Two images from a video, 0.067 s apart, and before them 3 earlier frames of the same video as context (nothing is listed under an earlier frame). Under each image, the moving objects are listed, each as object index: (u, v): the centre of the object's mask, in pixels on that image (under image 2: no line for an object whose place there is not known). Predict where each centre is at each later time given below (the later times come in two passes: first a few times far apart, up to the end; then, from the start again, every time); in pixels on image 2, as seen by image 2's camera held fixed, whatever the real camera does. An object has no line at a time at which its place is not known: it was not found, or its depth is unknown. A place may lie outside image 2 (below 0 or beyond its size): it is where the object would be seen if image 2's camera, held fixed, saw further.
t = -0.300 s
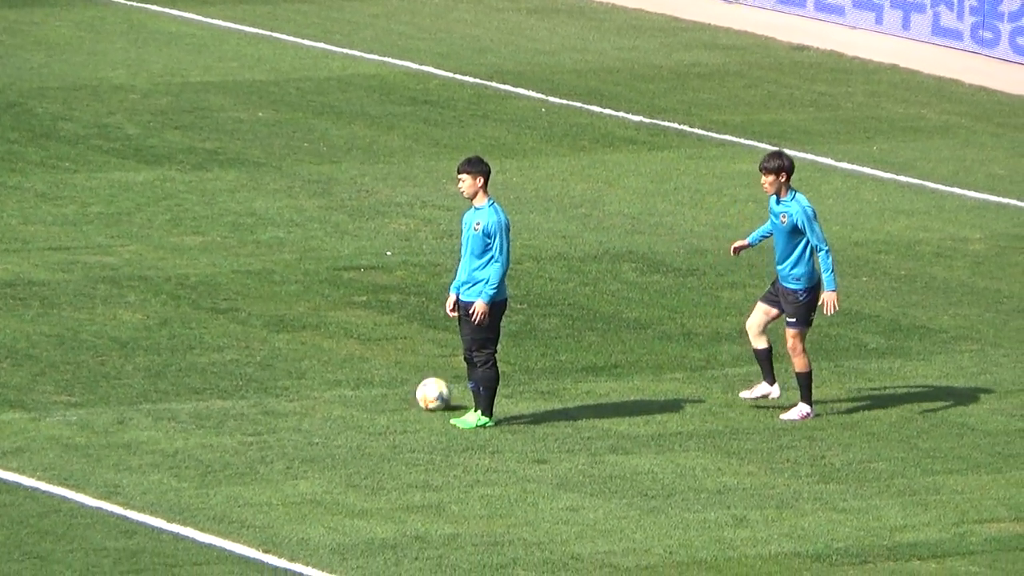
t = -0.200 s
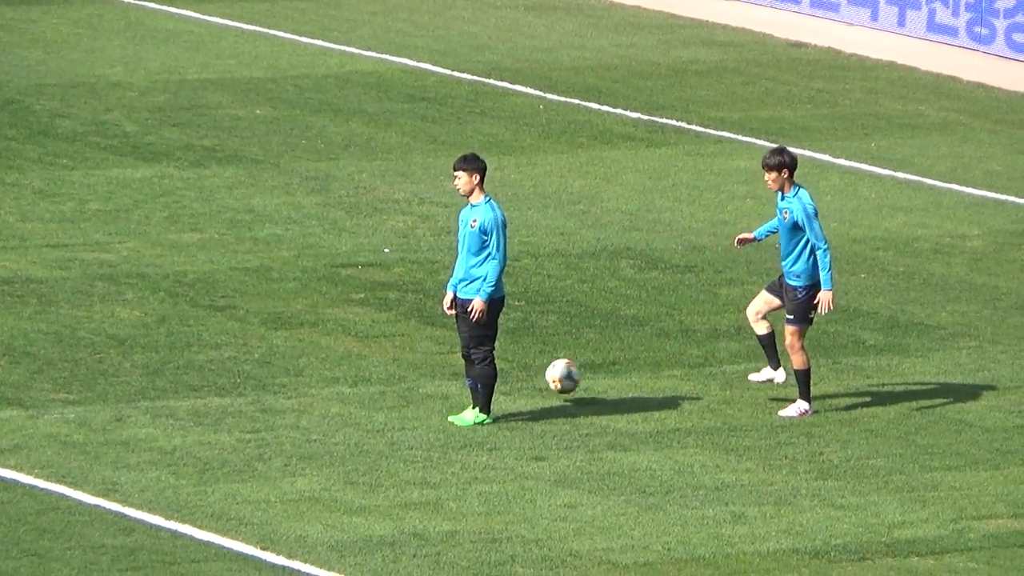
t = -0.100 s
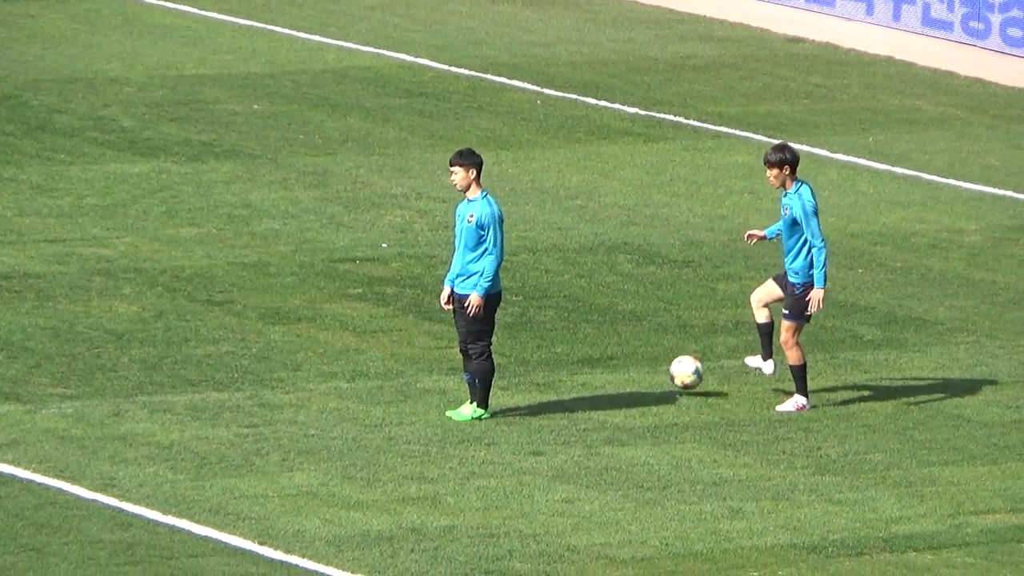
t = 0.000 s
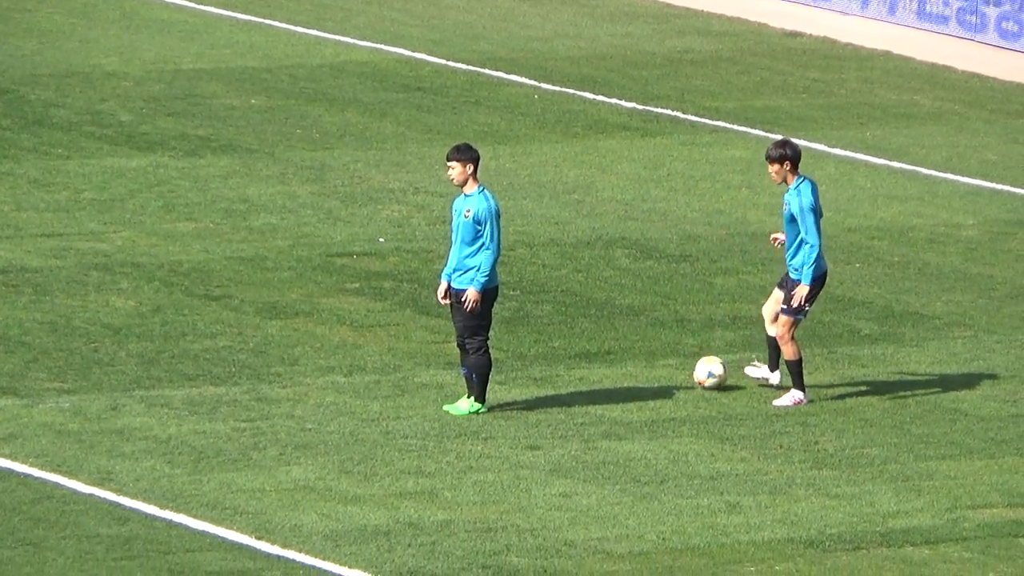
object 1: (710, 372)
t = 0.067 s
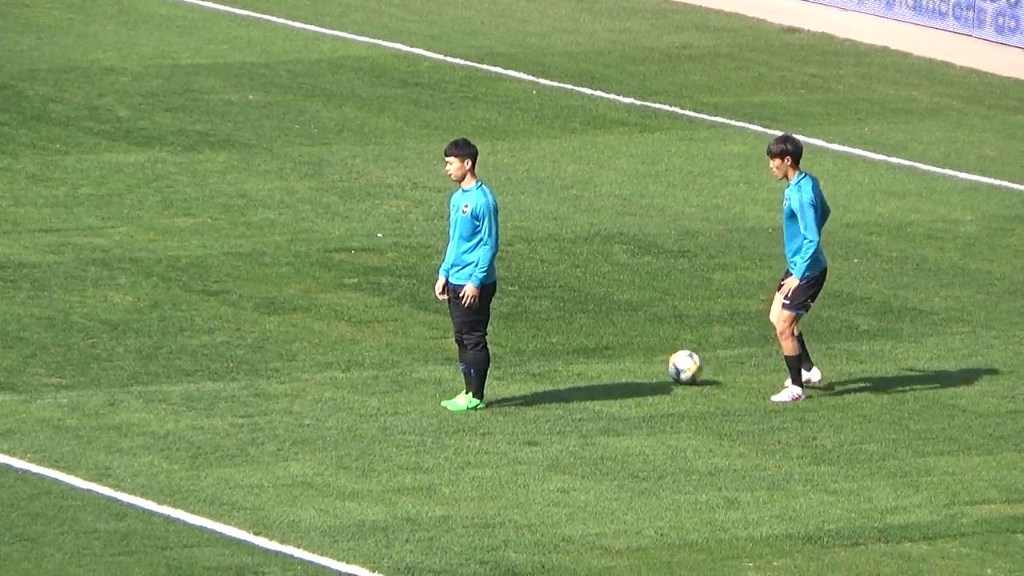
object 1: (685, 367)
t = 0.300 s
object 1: (622, 367)
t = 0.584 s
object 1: (561, 366)
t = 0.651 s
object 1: (548, 366)
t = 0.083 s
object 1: (678, 367)
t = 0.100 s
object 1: (674, 368)
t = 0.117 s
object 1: (668, 368)
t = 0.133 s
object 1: (664, 368)
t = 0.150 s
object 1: (659, 367)
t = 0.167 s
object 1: (655, 367)
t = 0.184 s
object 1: (649, 367)
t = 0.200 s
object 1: (646, 366)
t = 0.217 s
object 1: (642, 366)
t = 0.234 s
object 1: (638, 367)
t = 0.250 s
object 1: (634, 367)
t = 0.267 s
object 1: (630, 367)
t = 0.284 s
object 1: (626, 367)
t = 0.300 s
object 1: (622, 367)
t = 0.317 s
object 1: (619, 367)
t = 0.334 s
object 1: (615, 367)
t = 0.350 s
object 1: (611, 367)
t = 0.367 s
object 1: (608, 367)
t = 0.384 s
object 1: (604, 366)
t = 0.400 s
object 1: (600, 367)
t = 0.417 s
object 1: (596, 366)
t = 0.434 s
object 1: (593, 366)
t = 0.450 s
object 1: (589, 366)
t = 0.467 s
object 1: (586, 366)
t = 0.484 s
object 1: (582, 366)
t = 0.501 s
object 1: (579, 366)
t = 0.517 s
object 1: (575, 366)
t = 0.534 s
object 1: (572, 367)
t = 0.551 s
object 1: (568, 366)
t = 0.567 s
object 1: (564, 367)
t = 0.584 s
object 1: (561, 366)
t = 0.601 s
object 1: (558, 367)
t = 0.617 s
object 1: (555, 367)
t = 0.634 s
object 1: (551, 367)
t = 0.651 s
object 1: (548, 366)
